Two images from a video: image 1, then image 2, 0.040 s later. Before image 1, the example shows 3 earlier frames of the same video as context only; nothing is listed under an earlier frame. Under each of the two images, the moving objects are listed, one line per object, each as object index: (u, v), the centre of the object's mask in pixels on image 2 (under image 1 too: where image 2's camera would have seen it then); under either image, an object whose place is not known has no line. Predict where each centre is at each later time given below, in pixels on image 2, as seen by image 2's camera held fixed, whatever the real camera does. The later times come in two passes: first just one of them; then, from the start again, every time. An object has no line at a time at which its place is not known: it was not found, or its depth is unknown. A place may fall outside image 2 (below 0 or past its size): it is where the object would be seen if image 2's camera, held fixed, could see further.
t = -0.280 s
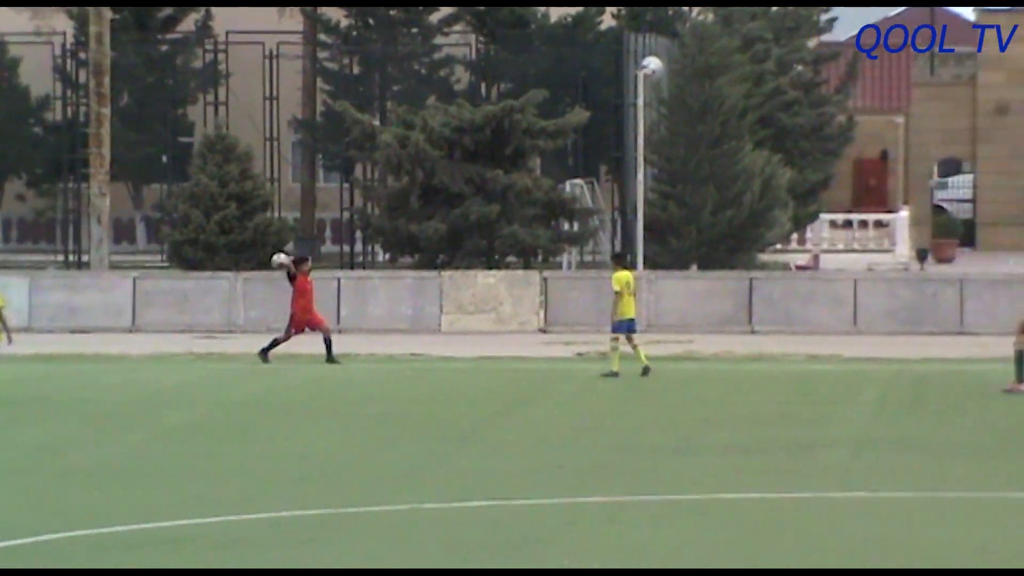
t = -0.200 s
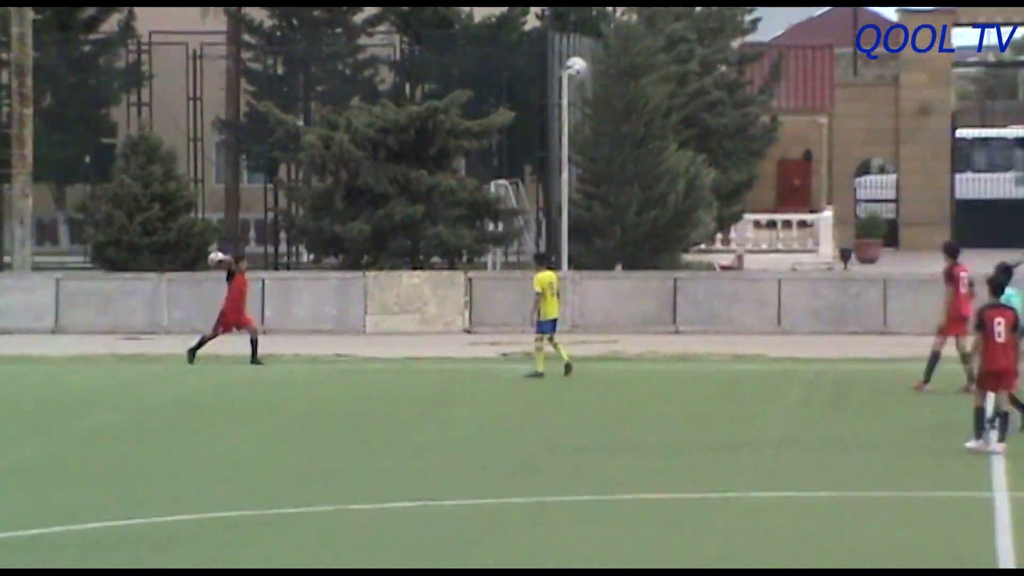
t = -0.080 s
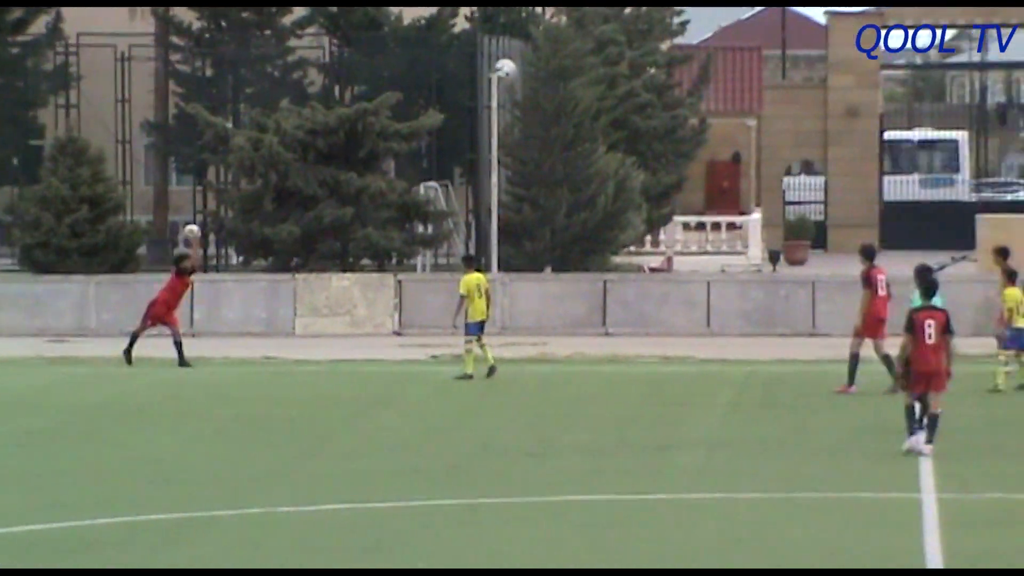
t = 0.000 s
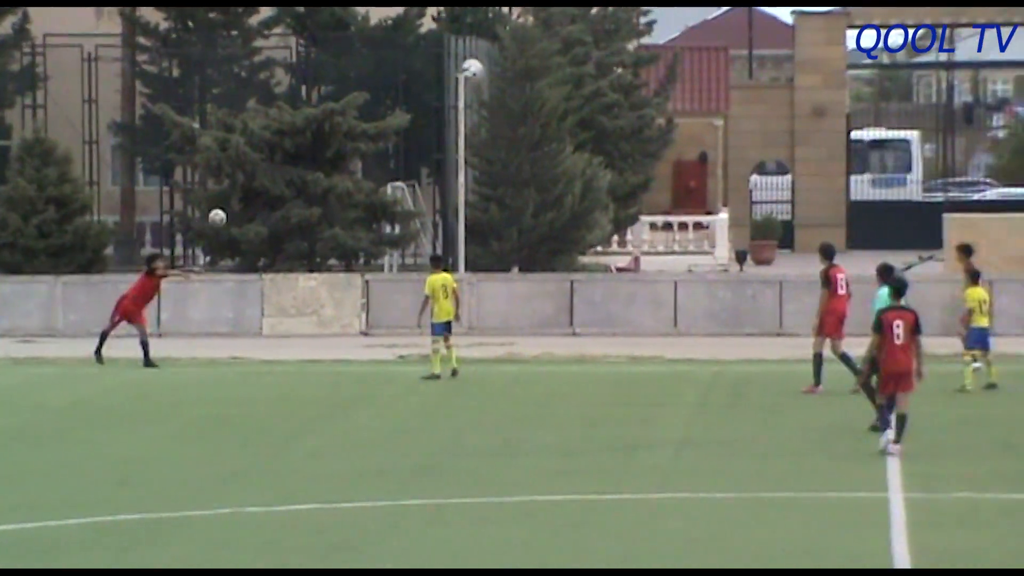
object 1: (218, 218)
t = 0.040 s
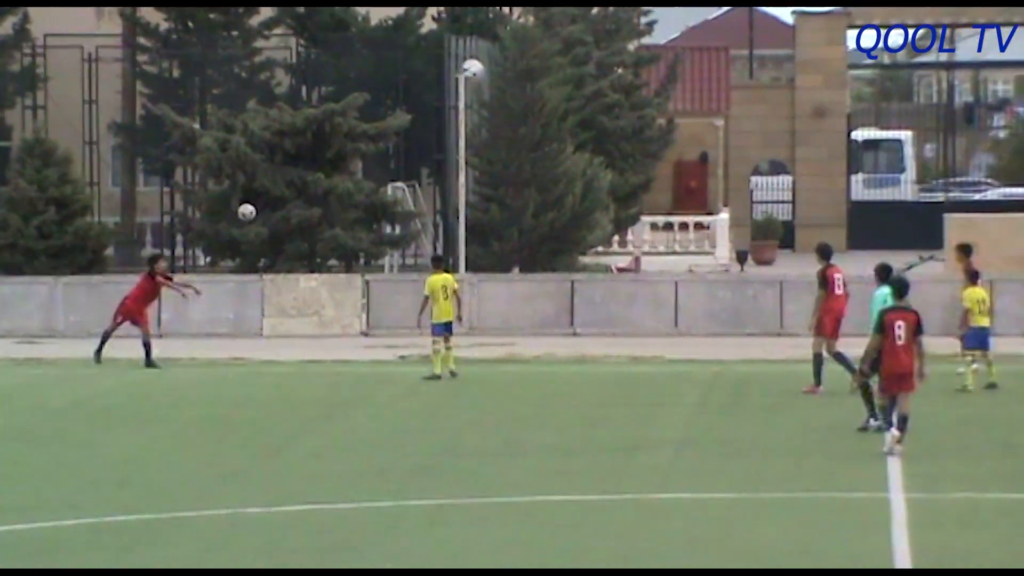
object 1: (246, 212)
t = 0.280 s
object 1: (420, 204)
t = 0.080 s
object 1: (276, 208)
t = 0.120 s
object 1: (305, 204)
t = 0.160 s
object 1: (333, 203)
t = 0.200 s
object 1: (363, 203)
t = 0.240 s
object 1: (391, 203)
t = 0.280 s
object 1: (420, 204)
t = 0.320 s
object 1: (449, 209)
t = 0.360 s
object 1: (478, 213)
